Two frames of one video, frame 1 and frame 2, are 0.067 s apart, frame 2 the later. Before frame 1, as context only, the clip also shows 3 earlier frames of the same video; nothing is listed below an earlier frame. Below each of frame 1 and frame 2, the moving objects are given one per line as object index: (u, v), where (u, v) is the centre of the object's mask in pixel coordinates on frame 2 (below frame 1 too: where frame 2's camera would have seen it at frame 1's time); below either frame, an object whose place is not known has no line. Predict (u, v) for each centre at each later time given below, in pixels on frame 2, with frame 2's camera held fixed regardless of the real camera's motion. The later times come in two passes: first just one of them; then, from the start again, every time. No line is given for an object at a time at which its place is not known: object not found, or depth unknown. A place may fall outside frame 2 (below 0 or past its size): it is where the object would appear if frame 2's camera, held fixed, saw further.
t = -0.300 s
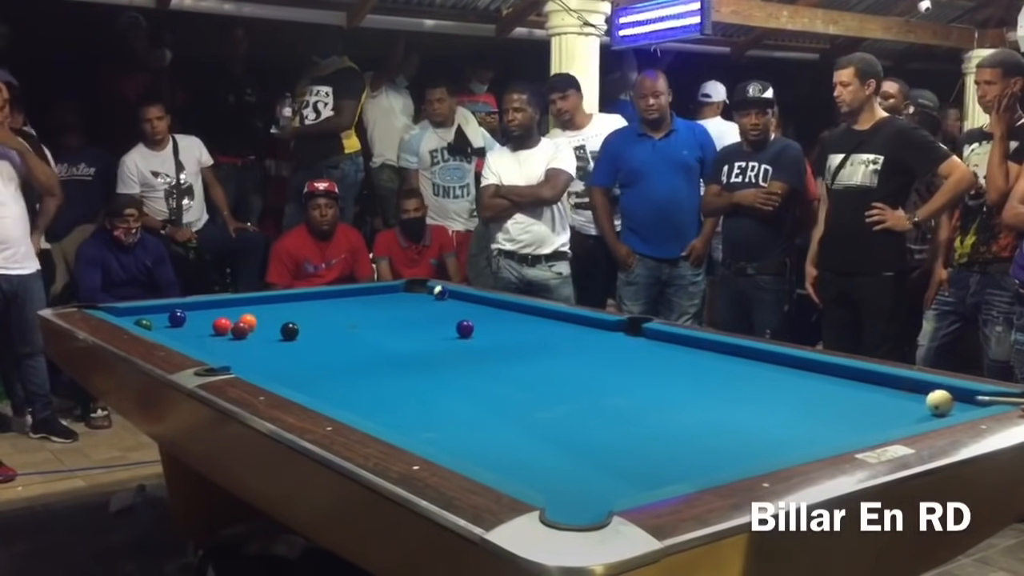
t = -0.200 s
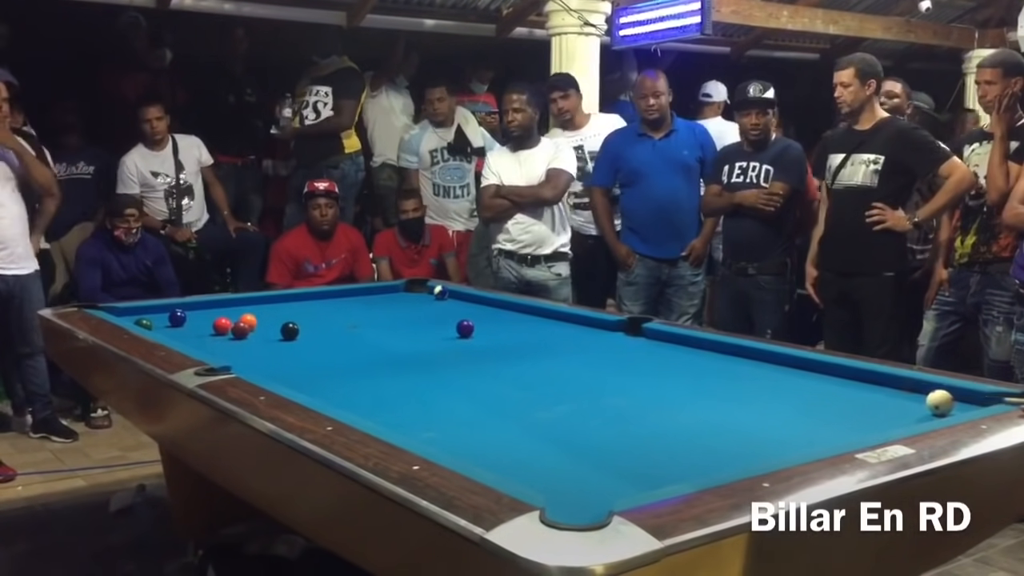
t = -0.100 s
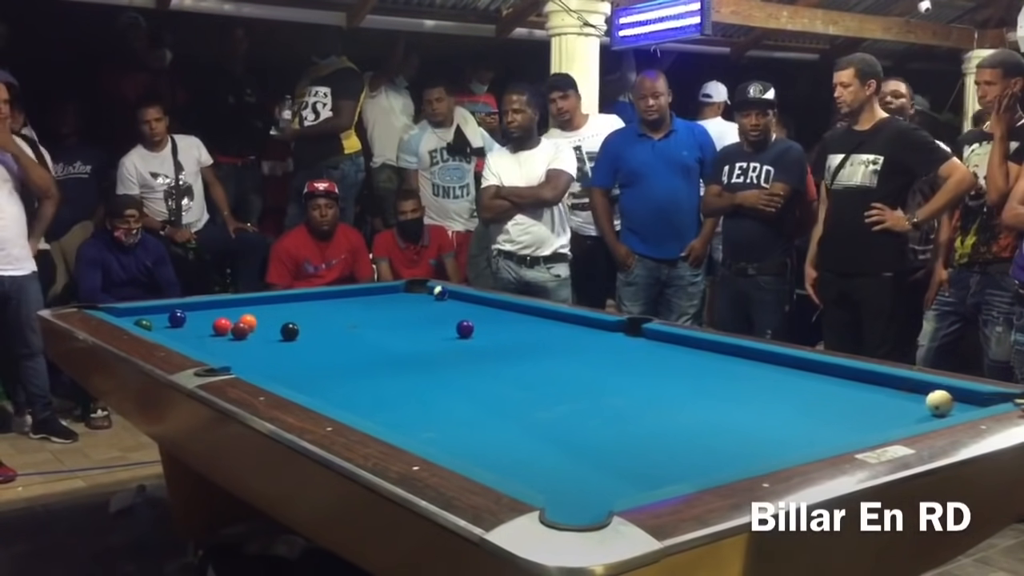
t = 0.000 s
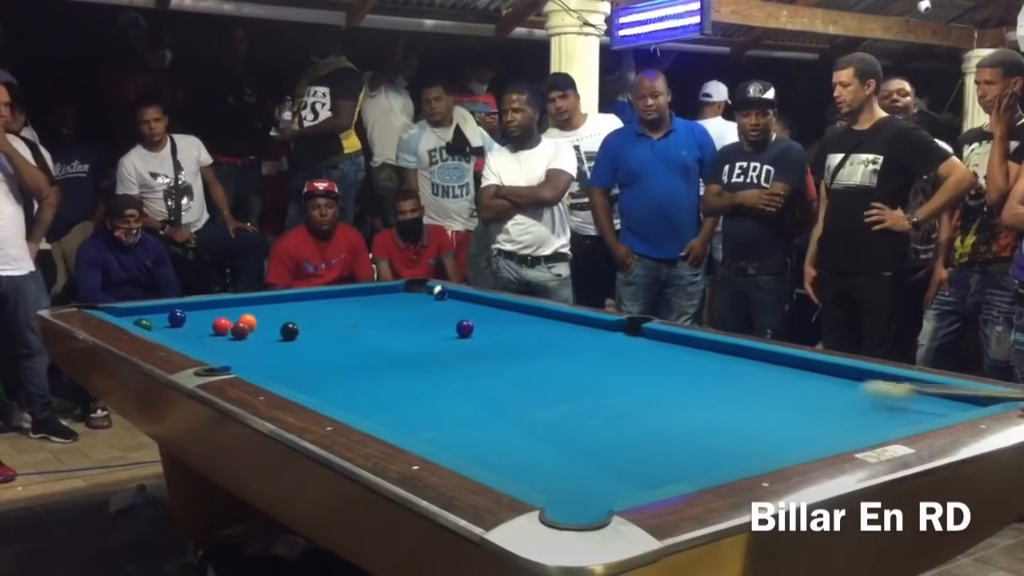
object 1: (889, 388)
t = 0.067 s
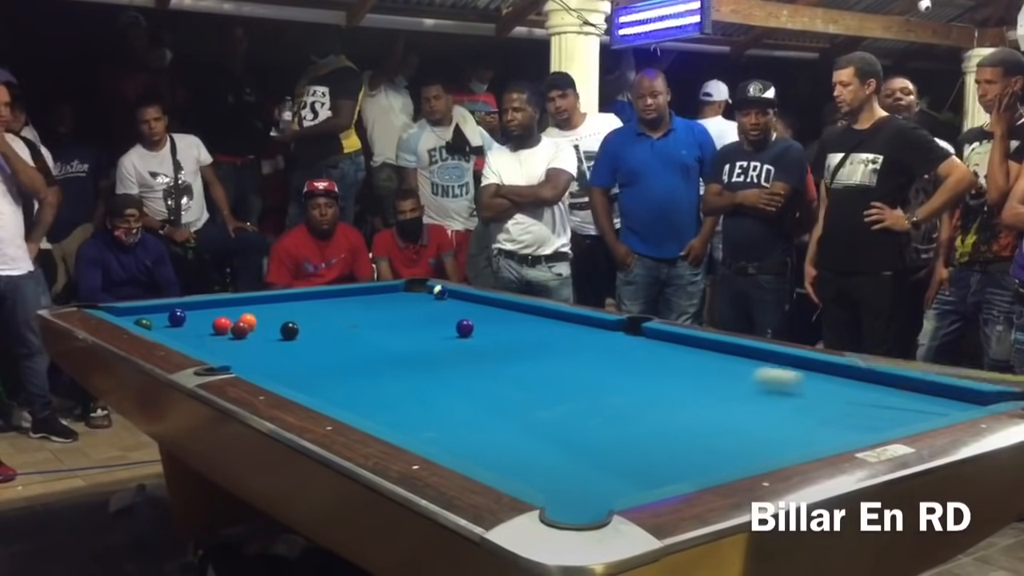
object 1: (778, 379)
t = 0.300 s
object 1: (478, 344)
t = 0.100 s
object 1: (727, 372)
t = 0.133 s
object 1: (681, 368)
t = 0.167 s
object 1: (636, 363)
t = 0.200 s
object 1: (593, 357)
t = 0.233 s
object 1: (553, 353)
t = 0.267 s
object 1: (514, 348)
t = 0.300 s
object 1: (478, 344)
